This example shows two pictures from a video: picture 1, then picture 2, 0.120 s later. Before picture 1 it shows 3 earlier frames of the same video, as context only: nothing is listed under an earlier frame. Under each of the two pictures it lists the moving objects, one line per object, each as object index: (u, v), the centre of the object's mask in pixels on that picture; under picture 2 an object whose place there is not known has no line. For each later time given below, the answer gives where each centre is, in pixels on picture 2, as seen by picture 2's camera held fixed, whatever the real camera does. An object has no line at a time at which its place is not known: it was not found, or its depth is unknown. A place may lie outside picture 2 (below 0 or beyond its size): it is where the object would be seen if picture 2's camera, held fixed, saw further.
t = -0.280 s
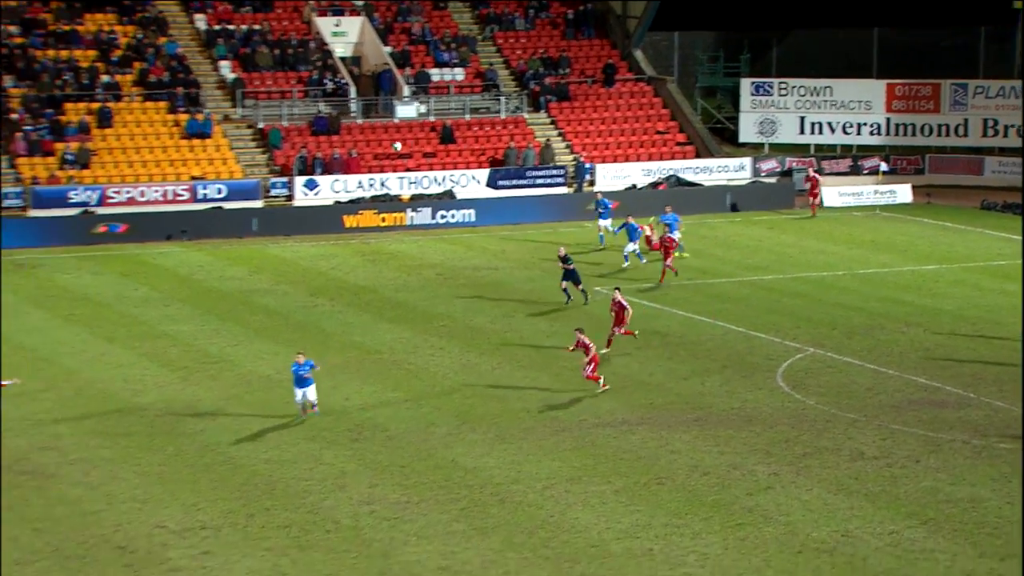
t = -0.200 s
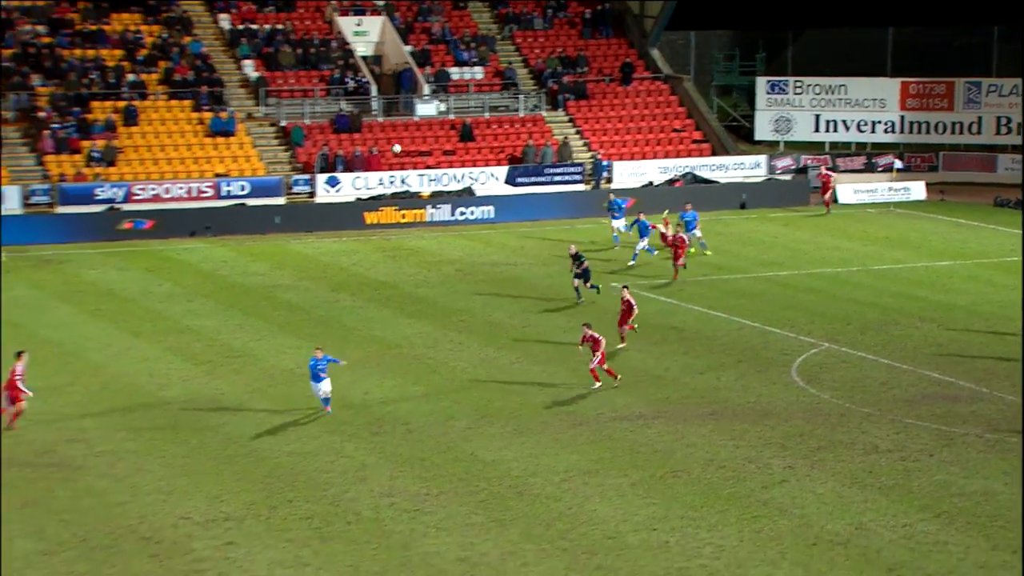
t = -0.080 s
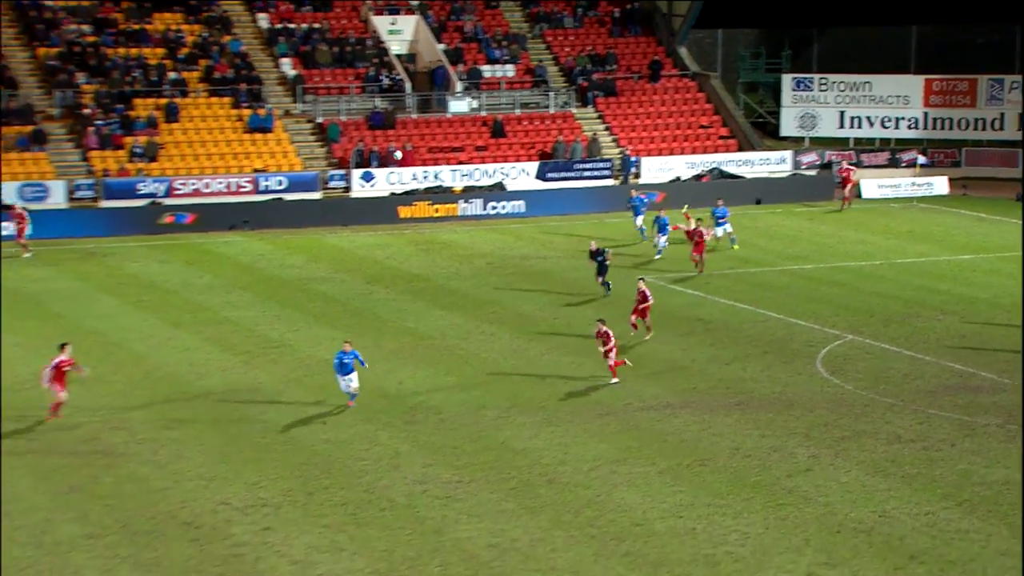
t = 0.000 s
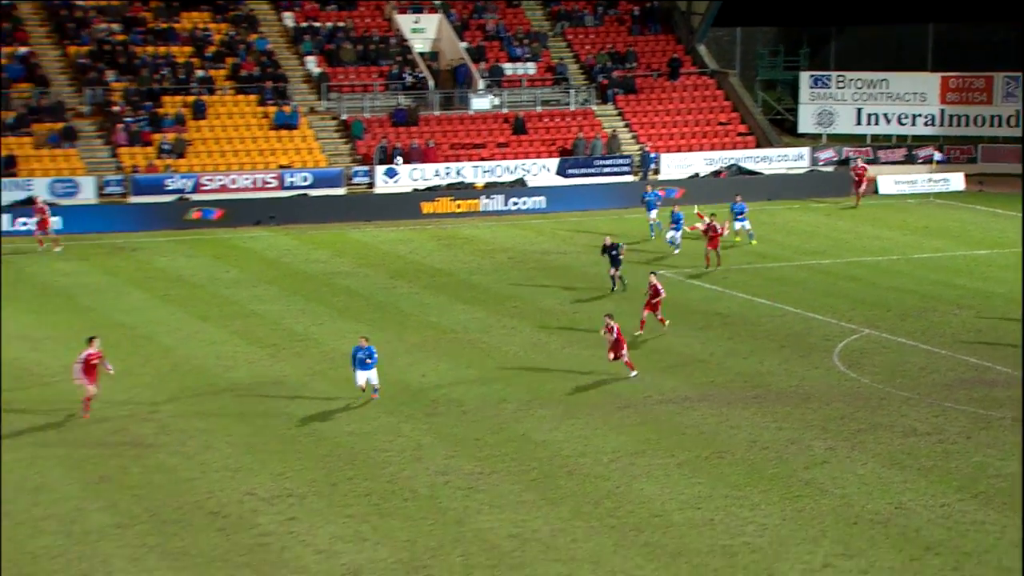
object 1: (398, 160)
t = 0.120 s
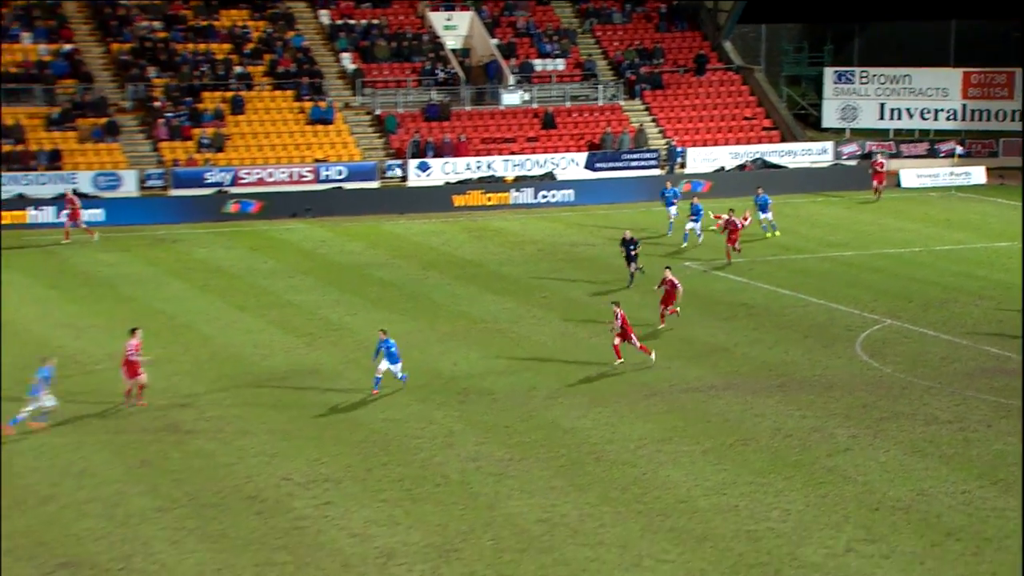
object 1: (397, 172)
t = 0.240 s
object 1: (370, 193)
